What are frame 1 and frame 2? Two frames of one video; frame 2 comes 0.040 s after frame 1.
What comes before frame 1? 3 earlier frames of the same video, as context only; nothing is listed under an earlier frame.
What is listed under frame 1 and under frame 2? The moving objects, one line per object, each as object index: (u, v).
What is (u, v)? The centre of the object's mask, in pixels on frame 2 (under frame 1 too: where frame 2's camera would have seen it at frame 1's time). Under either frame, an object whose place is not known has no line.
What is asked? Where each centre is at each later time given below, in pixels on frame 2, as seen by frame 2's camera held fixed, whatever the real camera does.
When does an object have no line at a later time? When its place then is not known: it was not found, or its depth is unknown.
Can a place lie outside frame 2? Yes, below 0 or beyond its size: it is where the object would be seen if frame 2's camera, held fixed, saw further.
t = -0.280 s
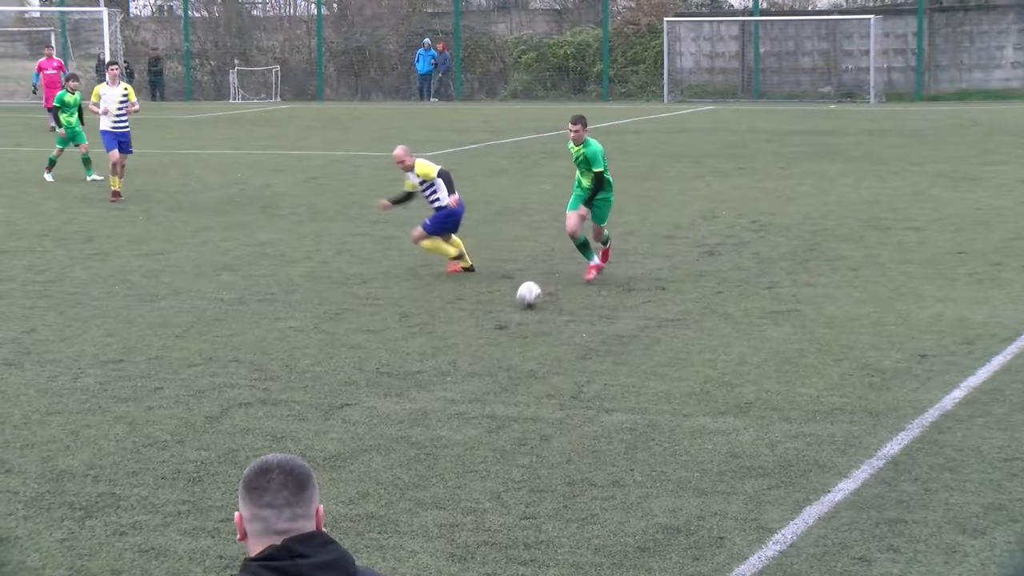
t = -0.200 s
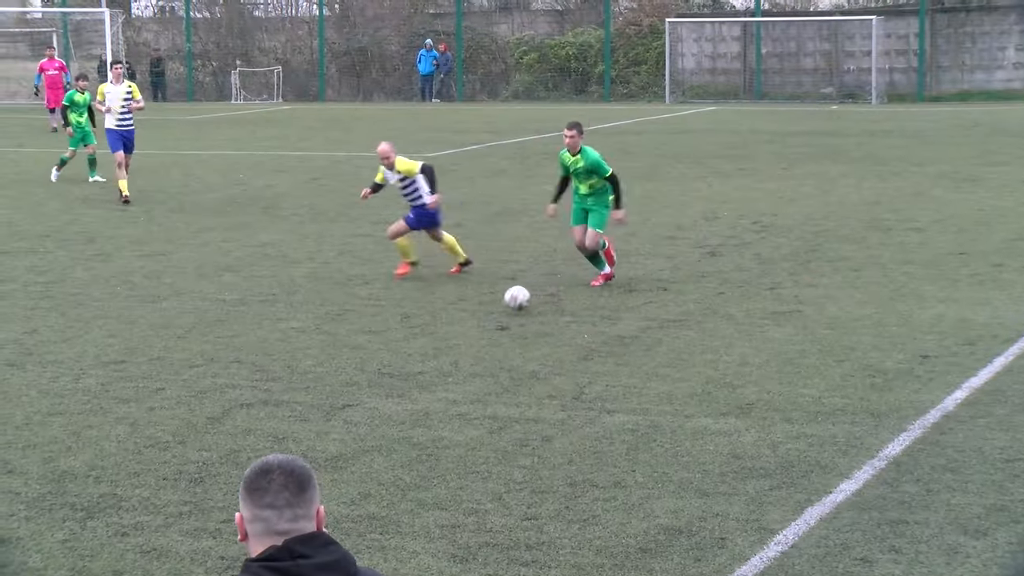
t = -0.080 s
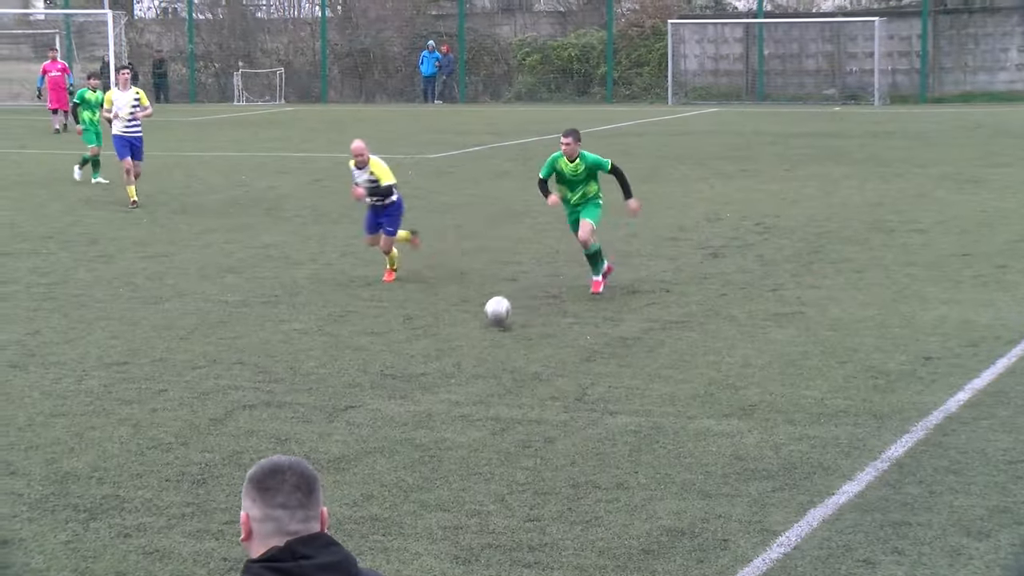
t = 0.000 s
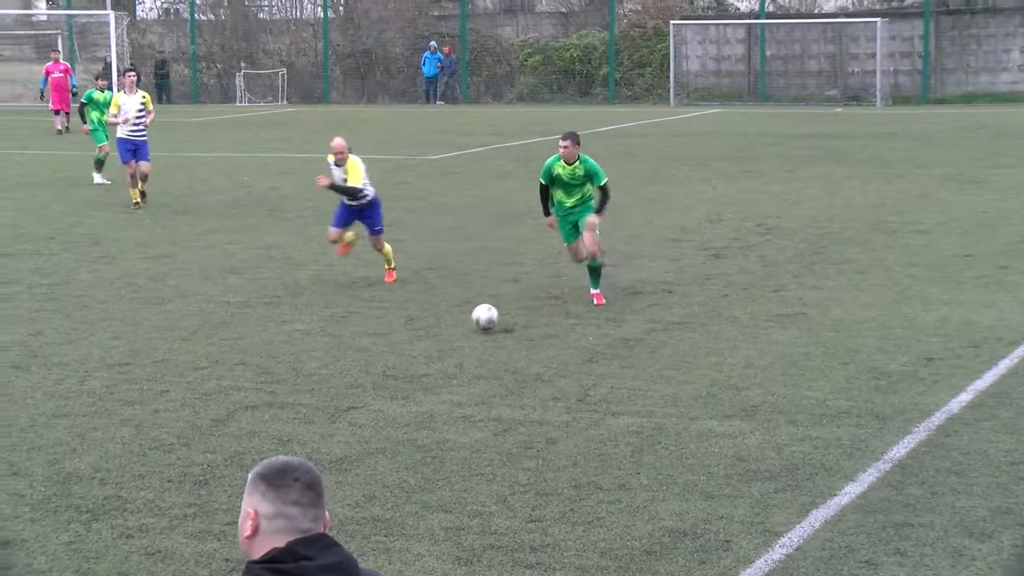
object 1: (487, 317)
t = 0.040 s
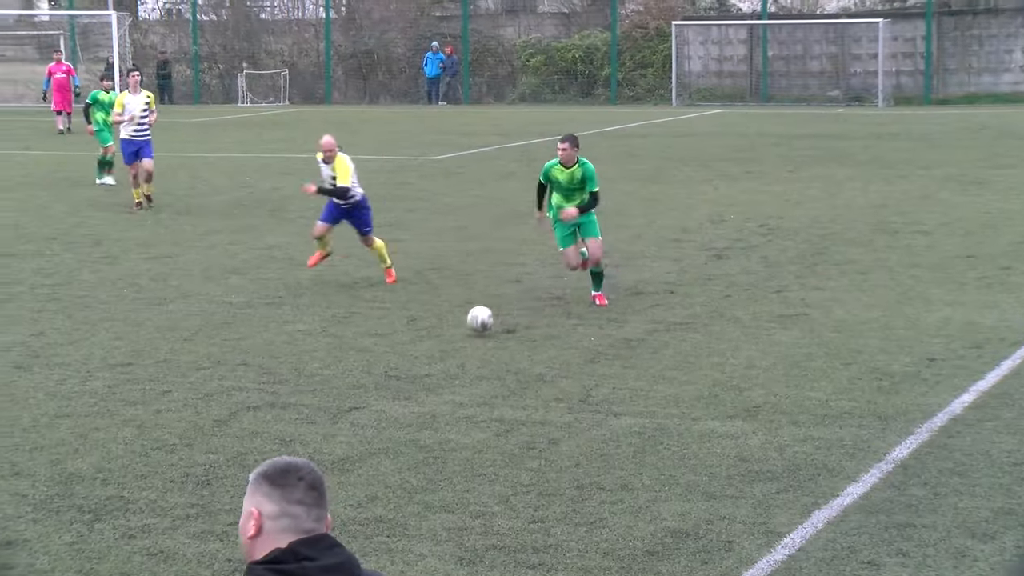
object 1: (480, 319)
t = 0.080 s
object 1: (473, 322)
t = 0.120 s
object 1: (465, 328)
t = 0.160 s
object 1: (458, 332)
